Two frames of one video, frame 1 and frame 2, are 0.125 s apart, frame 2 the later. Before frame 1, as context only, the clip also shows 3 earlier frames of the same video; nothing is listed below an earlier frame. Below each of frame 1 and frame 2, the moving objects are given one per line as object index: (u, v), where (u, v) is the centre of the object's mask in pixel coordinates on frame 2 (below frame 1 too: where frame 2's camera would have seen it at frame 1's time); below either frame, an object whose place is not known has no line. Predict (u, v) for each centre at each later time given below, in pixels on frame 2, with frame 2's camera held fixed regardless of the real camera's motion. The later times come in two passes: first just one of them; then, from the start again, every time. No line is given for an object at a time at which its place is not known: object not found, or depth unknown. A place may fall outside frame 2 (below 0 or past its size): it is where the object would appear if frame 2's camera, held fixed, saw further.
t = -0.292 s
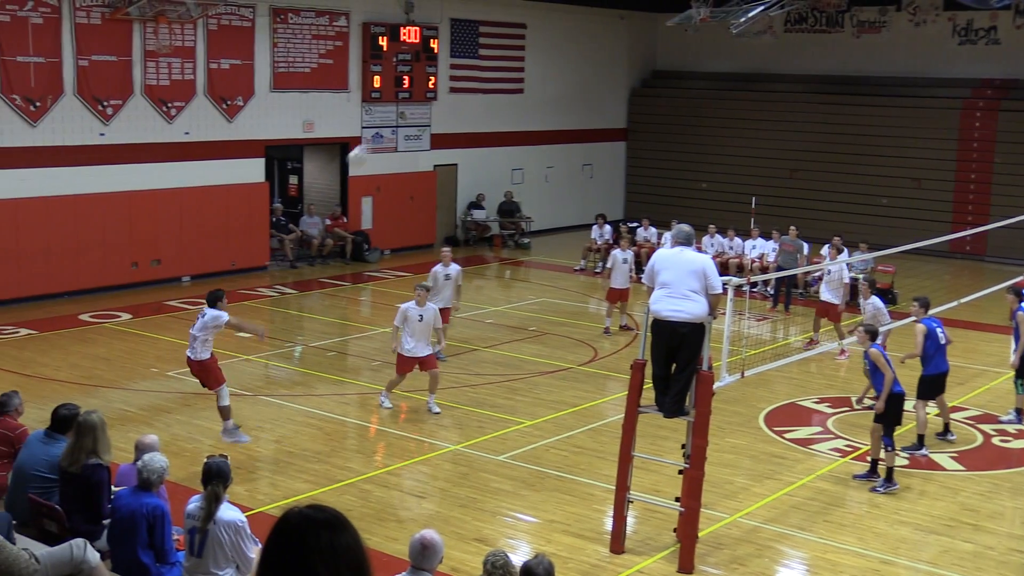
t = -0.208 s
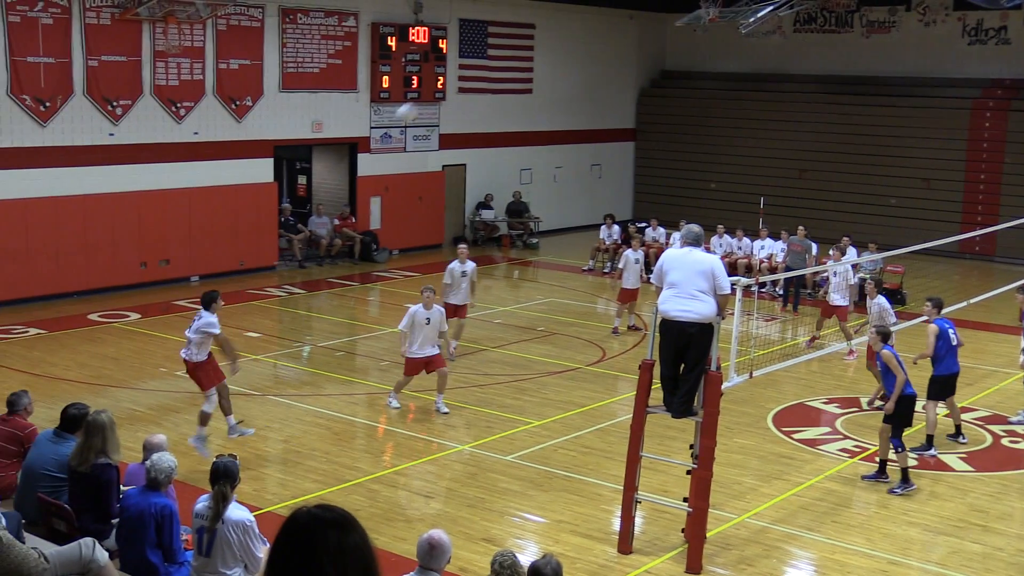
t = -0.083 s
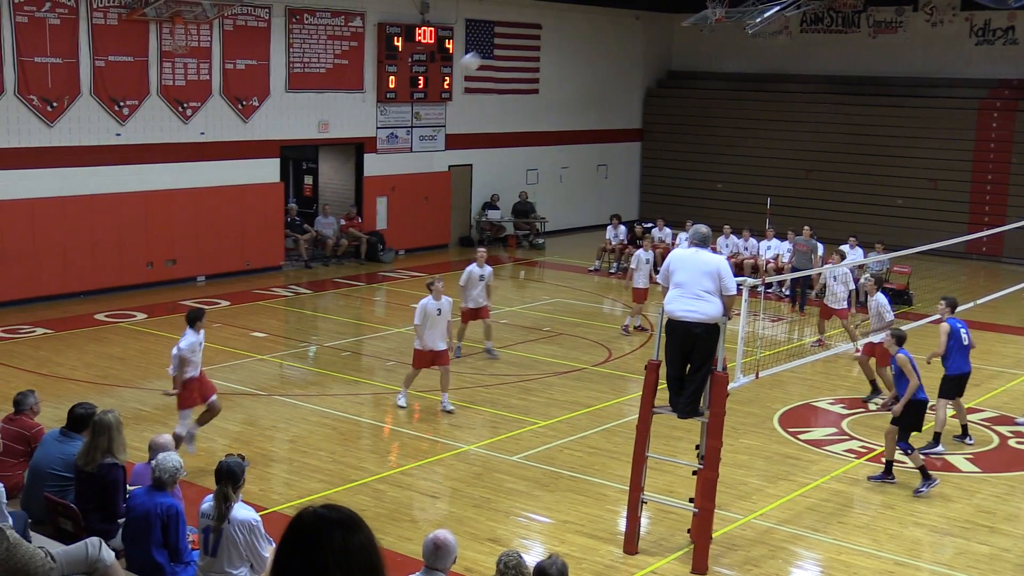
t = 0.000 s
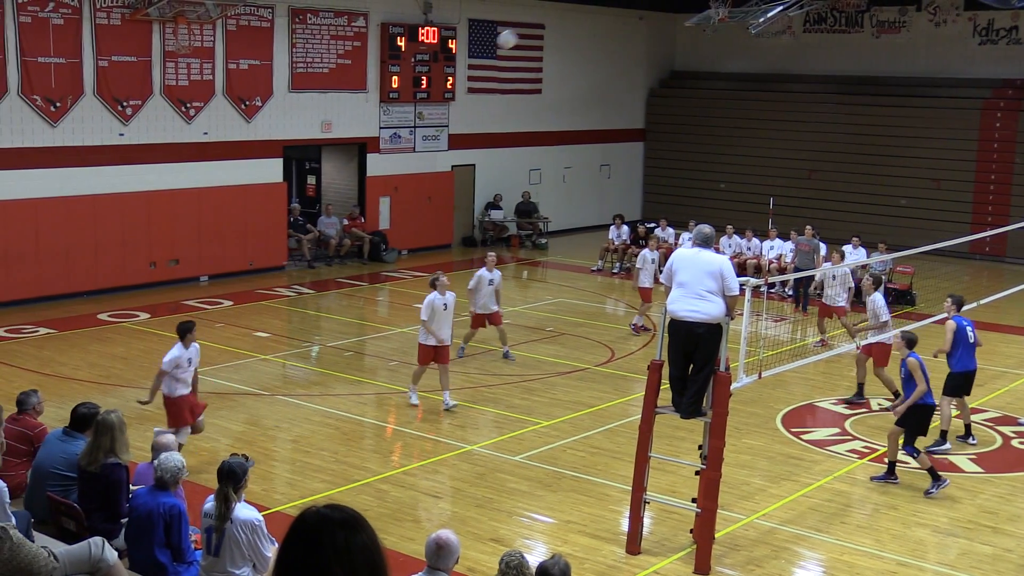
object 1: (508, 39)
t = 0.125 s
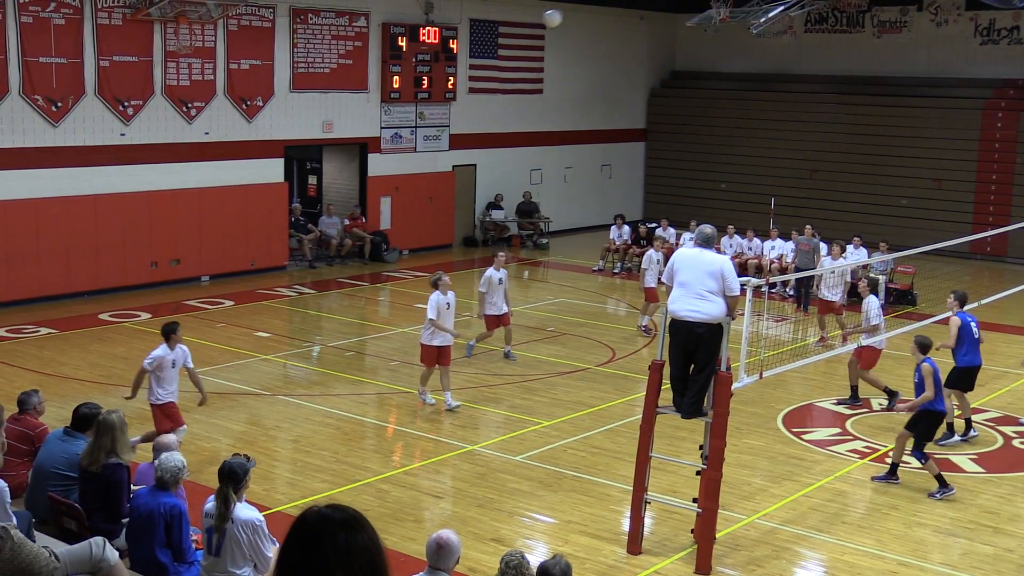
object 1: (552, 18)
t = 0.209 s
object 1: (582, 11)
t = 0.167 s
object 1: (570, 13)
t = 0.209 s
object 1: (582, 11)
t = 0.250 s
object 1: (598, 9)
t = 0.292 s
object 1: (609, 9)
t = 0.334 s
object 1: (623, 11)
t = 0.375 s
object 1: (632, 13)
